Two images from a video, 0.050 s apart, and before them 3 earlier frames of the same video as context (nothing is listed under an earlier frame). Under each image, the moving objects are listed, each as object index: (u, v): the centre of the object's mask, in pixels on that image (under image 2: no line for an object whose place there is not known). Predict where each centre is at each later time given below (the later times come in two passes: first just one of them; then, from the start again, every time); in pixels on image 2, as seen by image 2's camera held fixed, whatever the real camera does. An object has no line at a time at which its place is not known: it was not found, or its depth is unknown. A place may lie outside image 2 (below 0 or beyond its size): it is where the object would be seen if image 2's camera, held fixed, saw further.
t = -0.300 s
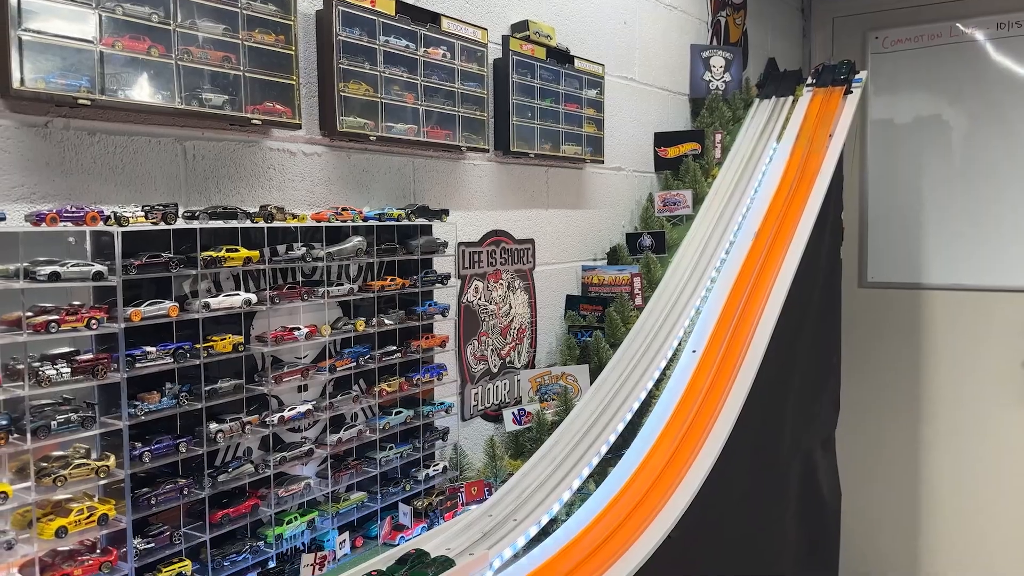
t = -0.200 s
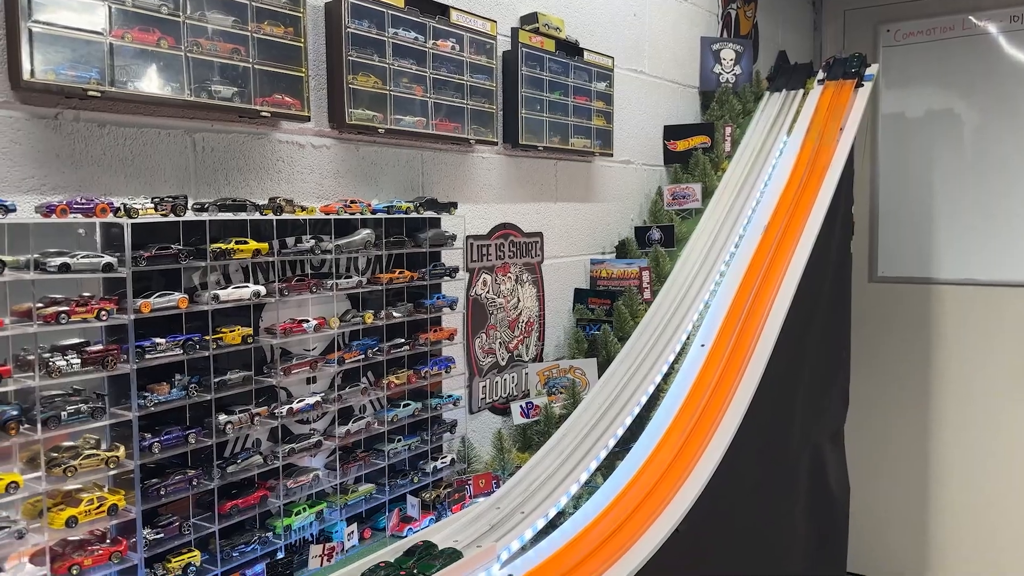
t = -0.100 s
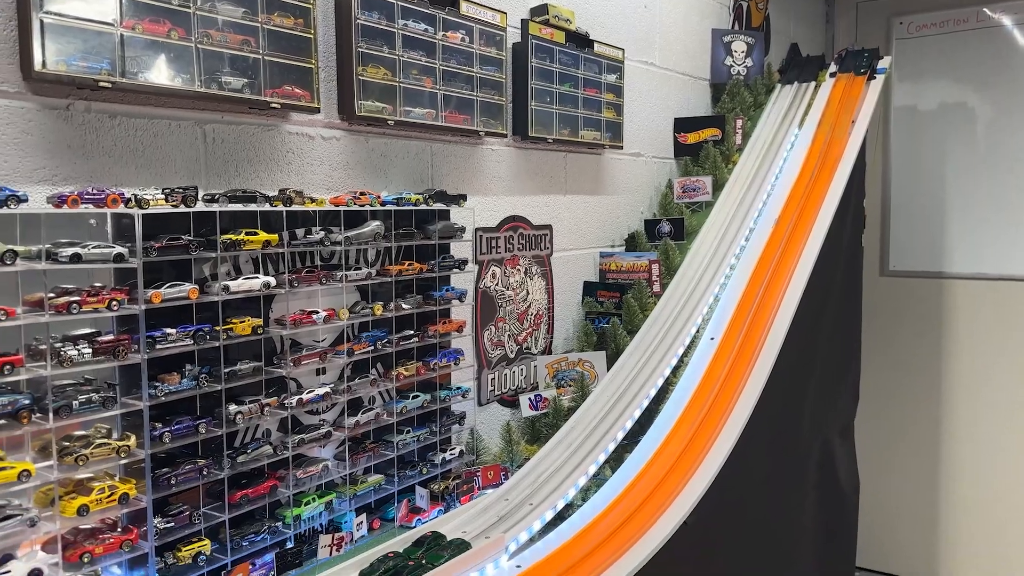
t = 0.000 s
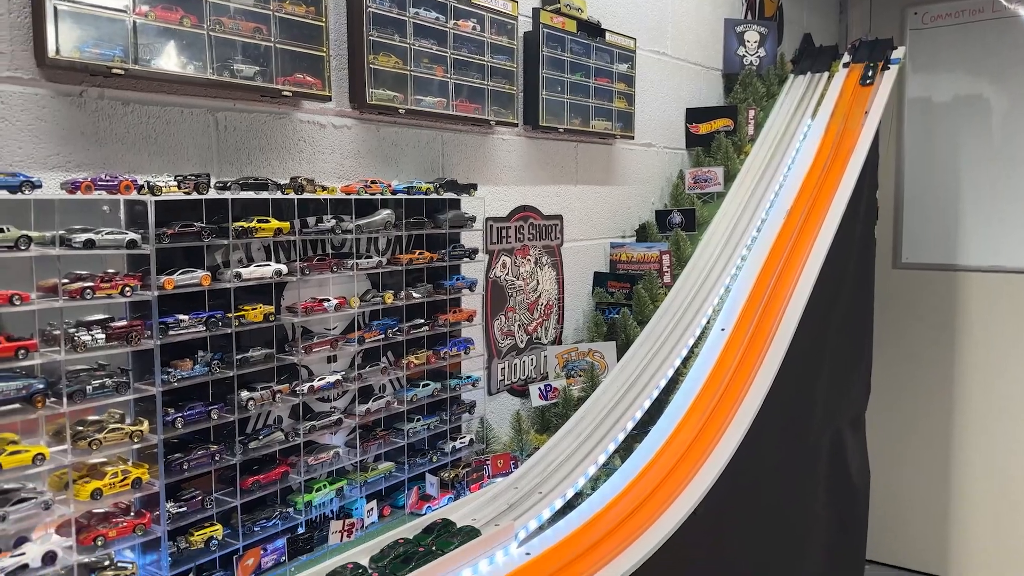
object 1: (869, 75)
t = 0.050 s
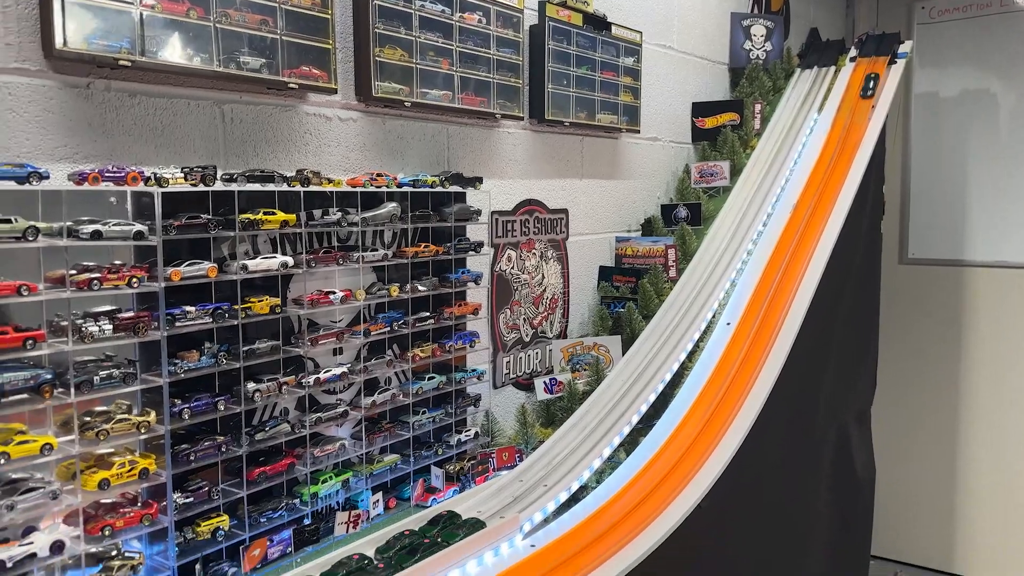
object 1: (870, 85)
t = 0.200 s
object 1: (837, 168)
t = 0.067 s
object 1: (867, 93)
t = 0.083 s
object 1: (864, 100)
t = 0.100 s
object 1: (861, 109)
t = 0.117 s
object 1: (857, 118)
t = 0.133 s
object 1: (854, 127)
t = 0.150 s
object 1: (850, 138)
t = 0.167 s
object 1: (846, 148)
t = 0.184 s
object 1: (842, 158)
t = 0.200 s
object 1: (837, 168)
